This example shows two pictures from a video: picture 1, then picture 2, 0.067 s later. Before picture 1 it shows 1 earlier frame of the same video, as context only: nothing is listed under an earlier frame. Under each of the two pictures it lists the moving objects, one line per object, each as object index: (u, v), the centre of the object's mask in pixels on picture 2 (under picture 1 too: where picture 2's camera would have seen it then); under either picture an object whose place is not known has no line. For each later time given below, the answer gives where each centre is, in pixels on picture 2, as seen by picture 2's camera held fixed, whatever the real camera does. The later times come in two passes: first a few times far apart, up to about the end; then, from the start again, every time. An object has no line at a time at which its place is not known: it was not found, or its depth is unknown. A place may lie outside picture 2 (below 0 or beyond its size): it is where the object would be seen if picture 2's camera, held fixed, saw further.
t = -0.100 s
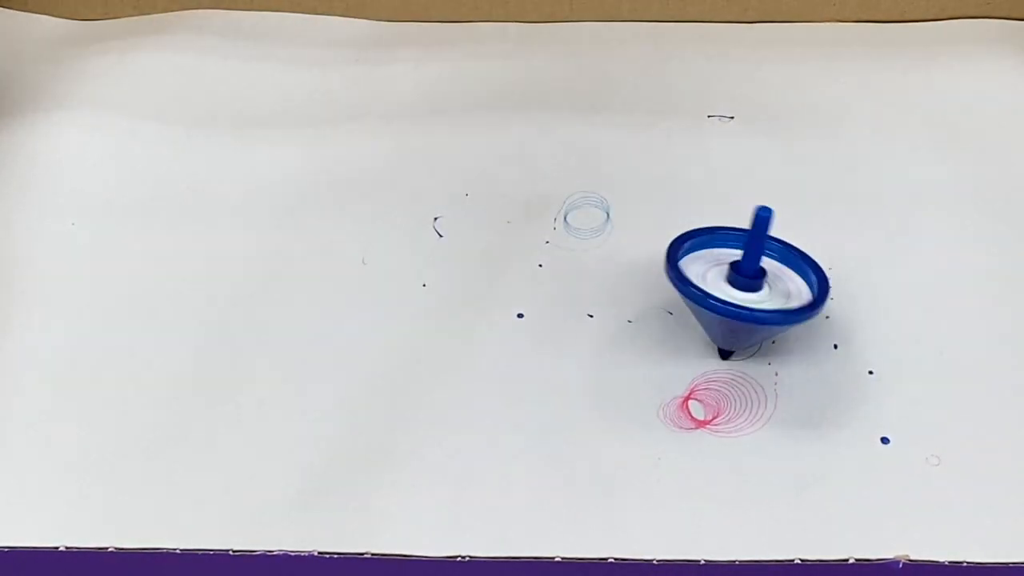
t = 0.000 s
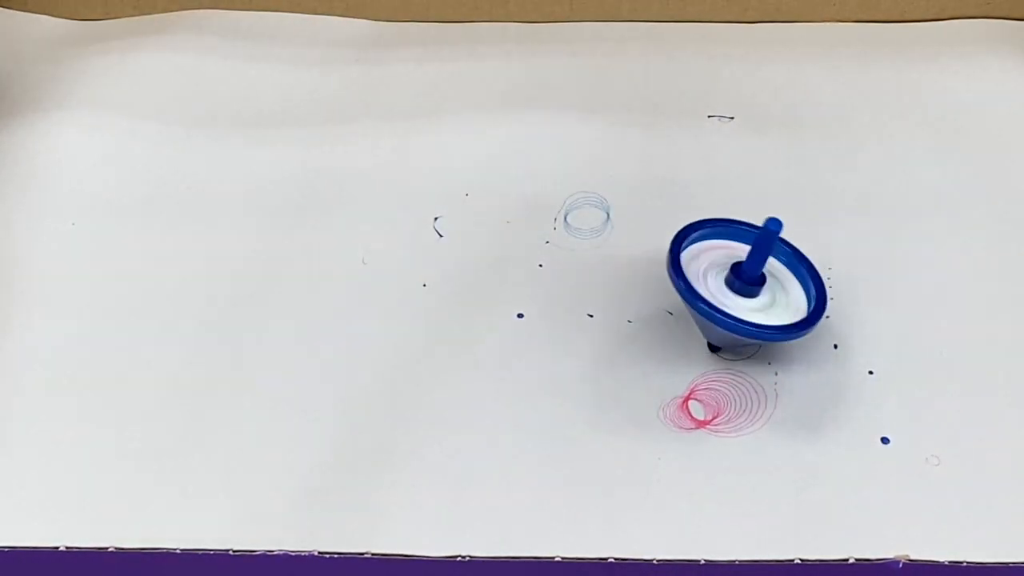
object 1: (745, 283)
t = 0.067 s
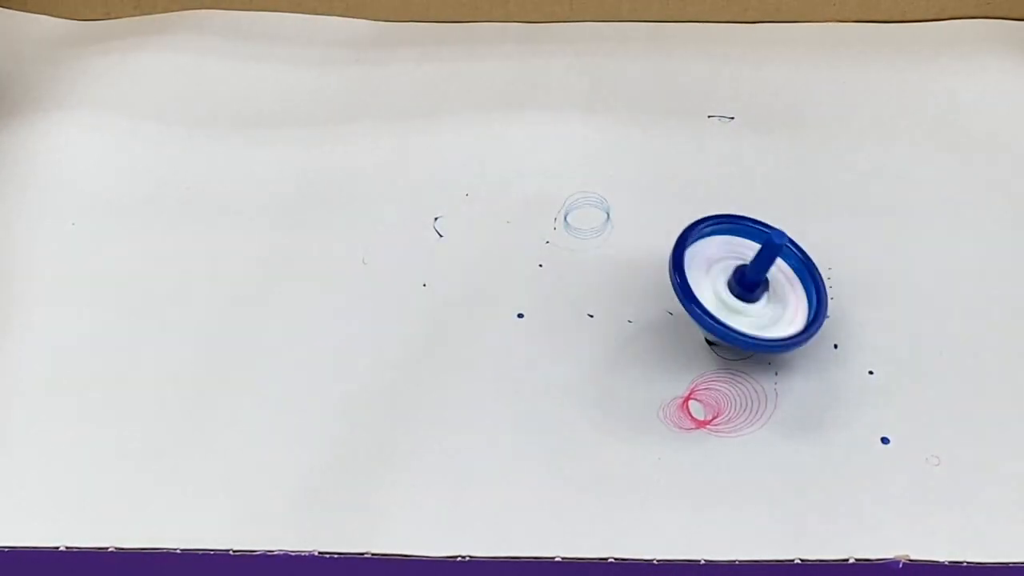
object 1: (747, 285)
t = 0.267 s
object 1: (736, 288)
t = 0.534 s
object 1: (725, 282)
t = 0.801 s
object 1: (737, 282)
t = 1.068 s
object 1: (743, 287)
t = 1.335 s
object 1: (724, 287)
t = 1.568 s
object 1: (720, 278)
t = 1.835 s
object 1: (734, 280)
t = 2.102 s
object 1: (729, 289)
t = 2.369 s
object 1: (712, 280)
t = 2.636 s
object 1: (722, 277)
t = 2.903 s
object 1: (732, 286)
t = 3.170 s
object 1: (707, 286)
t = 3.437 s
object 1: (714, 275)
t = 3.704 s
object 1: (729, 285)
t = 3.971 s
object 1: (707, 287)
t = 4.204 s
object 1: (703, 274)
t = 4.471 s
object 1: (725, 278)
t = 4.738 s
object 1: (708, 291)
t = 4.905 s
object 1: (696, 280)
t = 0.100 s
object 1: (744, 286)
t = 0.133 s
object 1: (745, 286)
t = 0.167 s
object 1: (743, 286)
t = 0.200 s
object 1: (742, 289)
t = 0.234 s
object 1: (740, 288)
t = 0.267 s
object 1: (736, 288)
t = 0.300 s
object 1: (735, 289)
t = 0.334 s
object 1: (732, 286)
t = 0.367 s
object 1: (730, 287)
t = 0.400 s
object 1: (730, 285)
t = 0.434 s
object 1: (726, 284)
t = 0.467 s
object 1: (727, 284)
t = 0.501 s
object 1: (726, 281)
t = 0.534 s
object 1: (725, 282)
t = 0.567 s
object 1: (727, 280)
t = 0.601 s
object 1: (726, 280)
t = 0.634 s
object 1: (728, 280)
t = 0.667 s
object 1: (731, 279)
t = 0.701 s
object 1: (731, 280)
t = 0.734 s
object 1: (734, 281)
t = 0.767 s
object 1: (733, 282)
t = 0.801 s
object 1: (737, 282)
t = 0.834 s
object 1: (739, 282)
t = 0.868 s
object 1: (739, 283)
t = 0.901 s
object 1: (741, 283)
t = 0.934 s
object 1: (741, 283)
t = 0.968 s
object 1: (743, 285)
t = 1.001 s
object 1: (744, 284)
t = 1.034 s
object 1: (742, 287)
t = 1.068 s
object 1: (743, 287)
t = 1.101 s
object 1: (739, 287)
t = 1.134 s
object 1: (739, 289)
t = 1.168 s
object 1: (737, 288)
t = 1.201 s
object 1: (734, 291)
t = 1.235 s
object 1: (733, 290)
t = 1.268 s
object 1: (727, 289)
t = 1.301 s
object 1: (726, 289)
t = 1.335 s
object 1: (724, 287)
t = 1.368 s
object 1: (721, 288)
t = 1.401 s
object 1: (721, 285)
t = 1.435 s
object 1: (717, 284)
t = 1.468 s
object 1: (719, 282)
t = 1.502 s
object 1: (718, 279)
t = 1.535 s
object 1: (718, 280)
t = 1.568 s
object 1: (720, 278)
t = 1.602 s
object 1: (720, 279)
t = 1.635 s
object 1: (724, 278)
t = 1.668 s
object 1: (725, 278)
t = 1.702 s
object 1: (728, 279)
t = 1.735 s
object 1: (730, 279)
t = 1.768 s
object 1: (730, 279)
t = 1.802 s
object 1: (734, 280)
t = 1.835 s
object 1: (734, 280)
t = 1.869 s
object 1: (737, 282)
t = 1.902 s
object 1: (737, 281)
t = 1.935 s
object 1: (737, 283)
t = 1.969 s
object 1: (738, 283)
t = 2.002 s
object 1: (735, 285)
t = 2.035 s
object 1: (736, 287)
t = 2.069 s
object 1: (731, 287)
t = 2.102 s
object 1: (729, 289)
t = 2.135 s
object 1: (726, 287)
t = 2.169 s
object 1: (723, 289)
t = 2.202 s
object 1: (722, 288)
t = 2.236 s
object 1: (717, 288)
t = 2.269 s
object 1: (715, 287)
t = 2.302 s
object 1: (712, 283)
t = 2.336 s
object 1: (712, 283)
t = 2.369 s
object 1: (712, 280)
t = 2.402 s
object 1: (710, 280)
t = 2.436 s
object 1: (713, 278)
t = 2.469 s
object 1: (712, 277)
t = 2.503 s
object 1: (716, 277)
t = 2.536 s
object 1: (717, 276)
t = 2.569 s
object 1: (720, 277)
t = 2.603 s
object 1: (721, 277)
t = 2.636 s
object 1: (722, 277)
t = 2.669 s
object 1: (726, 278)
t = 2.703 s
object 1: (727, 278)
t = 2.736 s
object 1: (732, 280)
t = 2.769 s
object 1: (731, 280)
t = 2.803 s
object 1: (732, 282)
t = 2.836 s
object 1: (732, 281)
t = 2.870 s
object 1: (732, 285)
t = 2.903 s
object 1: (732, 286)
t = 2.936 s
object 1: (727, 288)
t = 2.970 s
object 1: (727, 289)
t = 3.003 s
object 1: (721, 288)
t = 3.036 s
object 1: (720, 289)
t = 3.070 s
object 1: (716, 287)
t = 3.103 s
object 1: (714, 289)
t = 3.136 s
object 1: (712, 287)
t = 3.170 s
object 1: (707, 286)
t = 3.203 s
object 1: (707, 283)
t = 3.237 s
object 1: (704, 280)
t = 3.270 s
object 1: (707, 279)
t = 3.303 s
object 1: (706, 277)
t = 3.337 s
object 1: (708, 278)
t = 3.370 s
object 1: (709, 276)
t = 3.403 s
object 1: (710, 276)
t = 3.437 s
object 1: (714, 275)
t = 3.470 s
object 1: (715, 276)
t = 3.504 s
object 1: (721, 276)
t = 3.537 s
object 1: (721, 276)
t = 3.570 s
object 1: (725, 278)
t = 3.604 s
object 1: (725, 277)
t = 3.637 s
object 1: (727, 280)
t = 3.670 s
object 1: (729, 279)
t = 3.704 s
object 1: (729, 285)
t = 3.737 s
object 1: (730, 285)
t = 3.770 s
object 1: (726, 288)
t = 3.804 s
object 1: (725, 289)
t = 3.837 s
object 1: (719, 290)
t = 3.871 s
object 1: (718, 290)
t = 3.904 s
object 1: (713, 289)
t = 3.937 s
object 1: (711, 290)
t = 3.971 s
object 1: (707, 287)
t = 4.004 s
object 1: (705, 288)
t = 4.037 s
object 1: (703, 284)
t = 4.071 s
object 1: (700, 283)
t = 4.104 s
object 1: (700, 279)
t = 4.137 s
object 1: (699, 277)
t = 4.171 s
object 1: (703, 275)
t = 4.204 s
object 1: (703, 274)
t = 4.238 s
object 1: (707, 274)
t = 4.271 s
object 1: (708, 274)
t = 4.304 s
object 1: (713, 275)
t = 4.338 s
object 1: (715, 274)
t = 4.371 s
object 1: (718, 275)
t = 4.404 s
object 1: (719, 275)
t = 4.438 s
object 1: (722, 277)
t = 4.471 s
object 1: (725, 278)
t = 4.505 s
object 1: (726, 281)
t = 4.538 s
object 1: (727, 285)
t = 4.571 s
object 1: (723, 286)
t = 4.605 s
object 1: (723, 288)
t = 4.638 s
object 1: (718, 289)
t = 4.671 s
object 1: (717, 291)
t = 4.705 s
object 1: (710, 290)
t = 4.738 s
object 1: (708, 291)
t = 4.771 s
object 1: (702, 288)
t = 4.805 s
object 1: (700, 288)
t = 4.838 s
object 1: (697, 284)
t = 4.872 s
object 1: (696, 284)
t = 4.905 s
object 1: (696, 280)
